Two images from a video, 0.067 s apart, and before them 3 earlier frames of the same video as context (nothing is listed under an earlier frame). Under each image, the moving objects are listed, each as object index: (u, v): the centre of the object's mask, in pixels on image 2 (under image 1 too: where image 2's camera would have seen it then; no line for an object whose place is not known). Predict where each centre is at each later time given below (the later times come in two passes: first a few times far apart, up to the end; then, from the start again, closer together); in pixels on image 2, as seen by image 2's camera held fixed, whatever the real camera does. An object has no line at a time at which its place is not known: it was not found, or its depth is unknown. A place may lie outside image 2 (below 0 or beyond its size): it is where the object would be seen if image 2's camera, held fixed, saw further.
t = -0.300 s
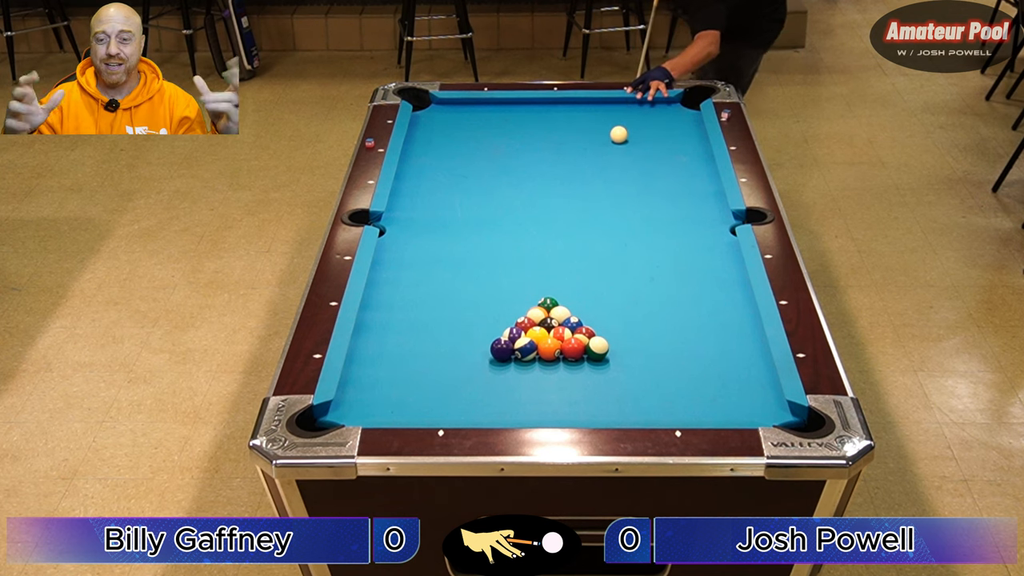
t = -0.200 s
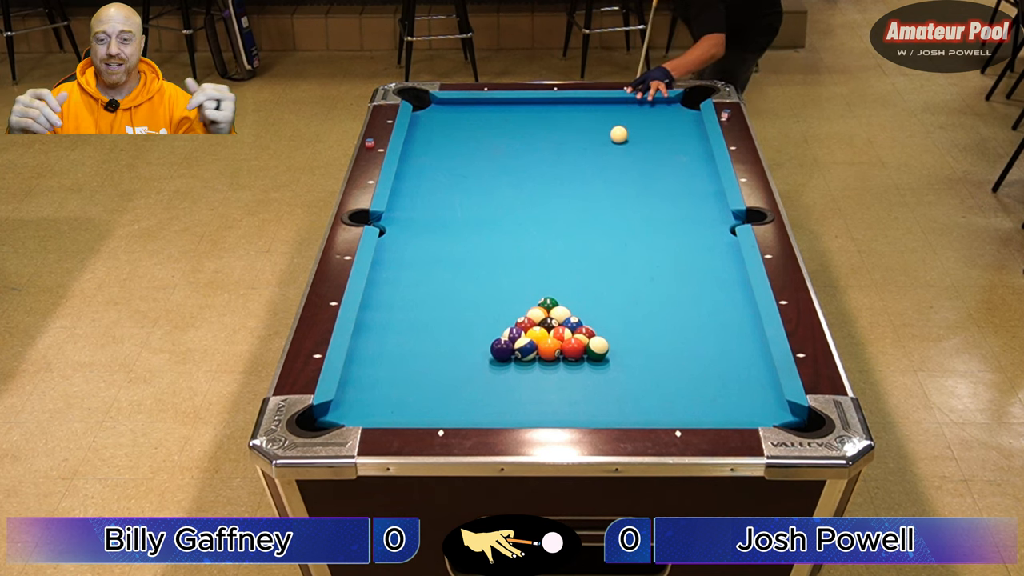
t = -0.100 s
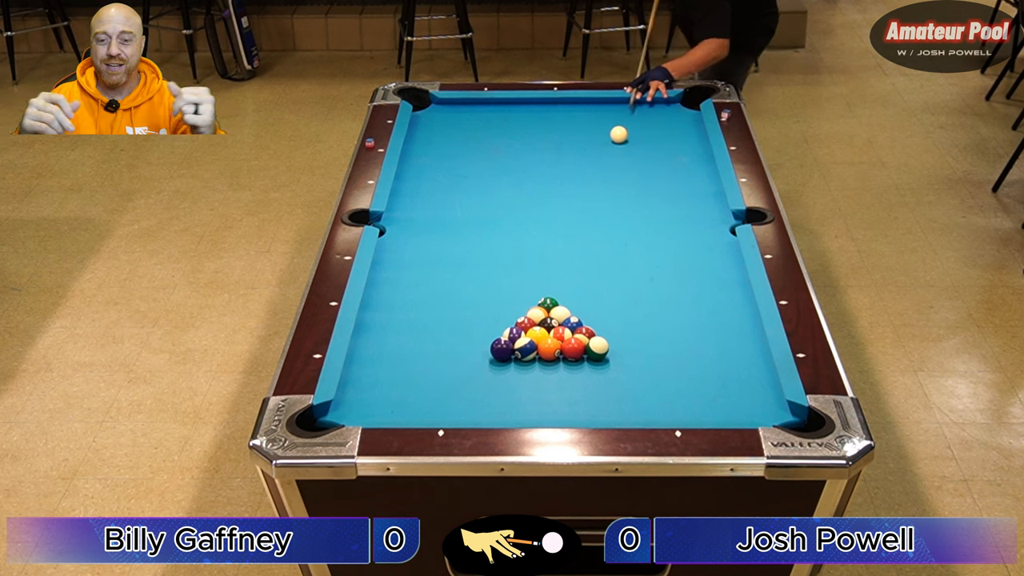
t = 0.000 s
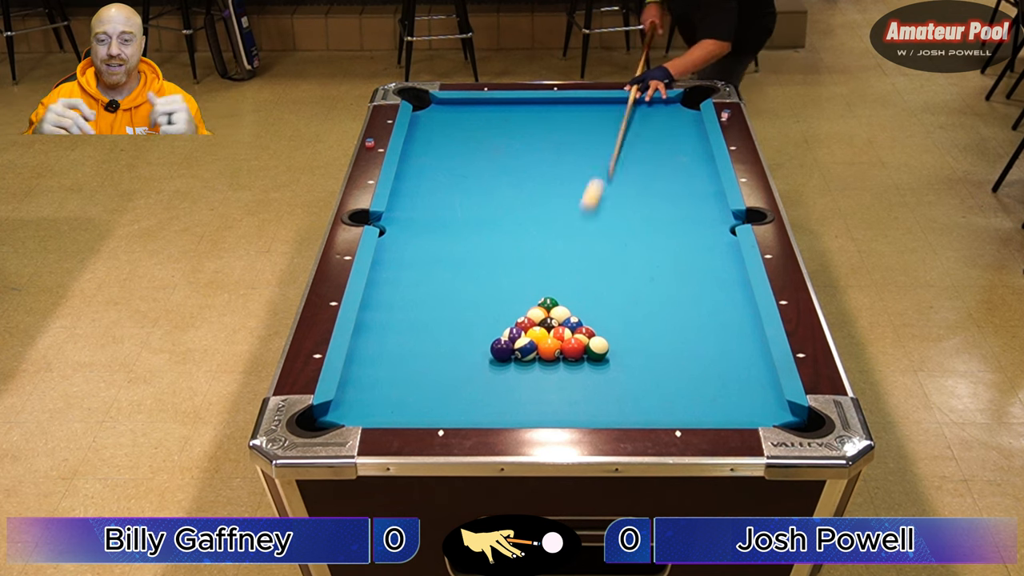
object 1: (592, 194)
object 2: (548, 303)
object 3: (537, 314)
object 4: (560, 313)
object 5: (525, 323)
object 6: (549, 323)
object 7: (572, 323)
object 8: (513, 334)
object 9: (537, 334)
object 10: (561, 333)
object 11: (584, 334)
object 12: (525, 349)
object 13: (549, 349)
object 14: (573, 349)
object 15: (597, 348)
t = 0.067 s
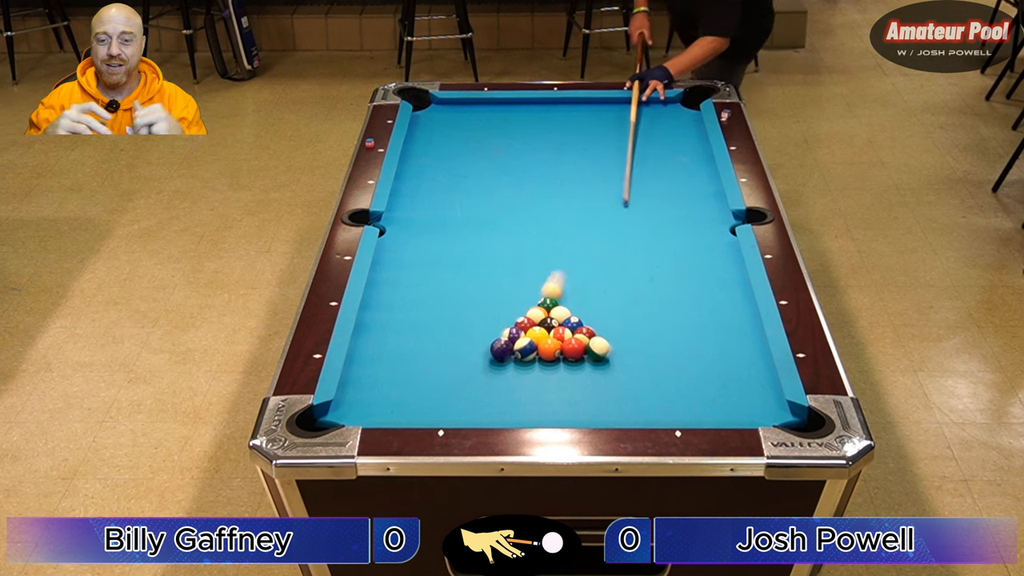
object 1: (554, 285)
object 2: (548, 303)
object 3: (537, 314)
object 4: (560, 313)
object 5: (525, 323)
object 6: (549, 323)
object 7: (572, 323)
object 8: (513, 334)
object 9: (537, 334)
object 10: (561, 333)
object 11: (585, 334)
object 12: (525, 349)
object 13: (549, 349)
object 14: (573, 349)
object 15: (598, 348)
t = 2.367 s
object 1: (424, 168)
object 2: (475, 168)
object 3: (502, 190)
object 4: (705, 161)
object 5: (437, 186)
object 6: (587, 308)
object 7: (684, 291)
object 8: (403, 220)
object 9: (385, 367)
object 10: (751, 383)
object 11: (676, 225)
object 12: (557, 215)
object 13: (431, 310)
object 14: (674, 241)
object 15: (415, 138)
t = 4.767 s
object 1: (403, 226)
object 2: (685, 173)
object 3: (550, 146)
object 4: (677, 134)
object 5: (406, 178)
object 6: (587, 308)
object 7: (683, 291)
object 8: (425, 225)
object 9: (375, 369)
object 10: (735, 379)
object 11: (670, 195)
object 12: (650, 155)
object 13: (388, 286)
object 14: (616, 187)
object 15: (676, 182)
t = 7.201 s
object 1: (403, 227)
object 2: (652, 177)
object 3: (551, 144)
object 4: (678, 135)
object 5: (406, 178)
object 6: (587, 308)
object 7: (684, 291)
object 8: (425, 225)
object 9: (375, 369)
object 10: (735, 379)
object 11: (680, 201)
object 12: (664, 148)
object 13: (388, 286)
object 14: (616, 186)
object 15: (680, 181)
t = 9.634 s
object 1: (403, 227)
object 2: (652, 177)
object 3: (551, 144)
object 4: (678, 135)
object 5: (405, 178)
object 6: (587, 308)
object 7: (683, 291)
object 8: (425, 225)
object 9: (375, 369)
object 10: (735, 379)
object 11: (679, 201)
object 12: (664, 148)
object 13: (388, 286)
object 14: (616, 186)
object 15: (680, 181)
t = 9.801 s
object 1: (403, 227)
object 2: (652, 177)
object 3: (551, 144)
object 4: (678, 135)
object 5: (405, 178)
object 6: (587, 308)
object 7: (684, 291)
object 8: (425, 225)
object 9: (375, 369)
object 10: (735, 379)
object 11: (679, 201)
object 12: (664, 148)
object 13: (388, 286)
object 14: (616, 186)
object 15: (680, 181)
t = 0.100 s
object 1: (548, 277)
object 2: (545, 300)
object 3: (533, 313)
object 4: (563, 311)
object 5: (516, 323)
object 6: (549, 326)
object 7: (576, 325)
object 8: (500, 336)
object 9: (533, 339)
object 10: (564, 341)
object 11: (593, 335)
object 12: (518, 362)
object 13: (553, 358)
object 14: (581, 358)
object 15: (626, 368)
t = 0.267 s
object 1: (537, 250)
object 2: (523, 285)
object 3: (517, 302)
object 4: (578, 296)
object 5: (475, 307)
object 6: (557, 324)
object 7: (596, 320)
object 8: (443, 329)
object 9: (517, 342)
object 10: (576, 363)
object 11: (631, 325)
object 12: (486, 404)
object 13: (569, 402)
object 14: (621, 402)
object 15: (727, 381)
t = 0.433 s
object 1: (527, 223)
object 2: (500, 271)
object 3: (502, 289)
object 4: (592, 281)
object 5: (439, 293)
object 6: (562, 320)
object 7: (615, 313)
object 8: (393, 322)
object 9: (501, 345)
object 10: (590, 382)
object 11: (667, 316)
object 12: (468, 371)
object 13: (573, 400)
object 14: (648, 399)
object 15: (740, 333)
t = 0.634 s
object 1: (517, 202)
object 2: (476, 254)
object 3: (485, 276)
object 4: (607, 263)
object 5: (400, 277)
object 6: (569, 317)
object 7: (635, 306)
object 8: (386, 311)
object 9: (484, 349)
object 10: (623, 397)
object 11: (707, 306)
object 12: (448, 336)
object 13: (555, 385)
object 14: (673, 373)
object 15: (690, 283)
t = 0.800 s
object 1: (512, 179)
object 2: (458, 241)
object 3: (472, 266)
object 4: (619, 250)
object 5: (388, 265)
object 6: (573, 314)
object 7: (652, 301)
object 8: (414, 301)
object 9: (470, 351)
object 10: (653, 407)
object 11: (739, 298)
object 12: (433, 309)
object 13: (538, 375)
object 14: (692, 353)
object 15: (655, 248)
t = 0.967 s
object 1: (511, 150)
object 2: (440, 228)
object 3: (460, 256)
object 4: (631, 237)
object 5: (407, 256)
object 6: (576, 312)
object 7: (667, 296)
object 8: (413, 283)
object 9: (457, 354)
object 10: (679, 410)
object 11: (725, 291)
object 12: (450, 296)
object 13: (523, 366)
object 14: (710, 334)
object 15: (624, 217)
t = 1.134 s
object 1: (510, 124)
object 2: (424, 217)
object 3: (449, 247)
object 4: (641, 226)
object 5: (426, 247)
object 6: (579, 310)
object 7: (682, 291)
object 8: (413, 265)
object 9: (445, 356)
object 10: (697, 408)
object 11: (704, 285)
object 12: (466, 284)
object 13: (509, 357)
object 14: (727, 317)
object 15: (596, 187)
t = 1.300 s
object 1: (508, 102)
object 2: (409, 206)
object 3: (457, 238)
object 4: (652, 215)
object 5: (425, 240)
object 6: (582, 309)
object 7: (684, 291)
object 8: (412, 250)
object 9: (434, 358)
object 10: (713, 404)
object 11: (697, 275)
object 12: (481, 272)
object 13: (496, 349)
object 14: (743, 301)
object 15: (571, 162)
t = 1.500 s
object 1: (474, 116)
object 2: (402, 194)
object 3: (467, 227)
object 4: (663, 203)
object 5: (426, 229)
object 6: (585, 308)
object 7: (684, 291)
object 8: (405, 238)
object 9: (422, 361)
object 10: (731, 398)
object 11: (690, 264)
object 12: (498, 259)
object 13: (481, 340)
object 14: (729, 287)
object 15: (544, 134)
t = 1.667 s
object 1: (446, 126)
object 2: (414, 186)
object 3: (474, 218)
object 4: (672, 193)
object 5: (428, 219)
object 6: (586, 308)
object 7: (684, 291)
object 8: (399, 231)
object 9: (413, 362)
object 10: (744, 395)
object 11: (687, 256)
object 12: (510, 250)
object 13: (470, 333)
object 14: (716, 277)
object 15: (523, 114)
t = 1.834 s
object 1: (417, 137)
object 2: (425, 180)
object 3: (481, 211)
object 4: (681, 185)
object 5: (430, 210)
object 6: (587, 308)
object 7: (684, 291)
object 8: (394, 223)
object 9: (405, 364)
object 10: (757, 391)
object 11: (683, 249)
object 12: (523, 241)
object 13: (459, 327)
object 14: (705, 267)
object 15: (501, 106)
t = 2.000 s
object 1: (421, 149)
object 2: (435, 173)
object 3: (488, 204)
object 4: (689, 177)
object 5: (432, 202)
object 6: (587, 308)
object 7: (684, 291)
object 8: (390, 216)
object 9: (397, 365)
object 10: (768, 387)
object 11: (680, 241)
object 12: (534, 232)
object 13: (450, 321)
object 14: (694, 258)
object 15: (472, 116)
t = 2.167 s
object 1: (431, 161)
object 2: (445, 167)
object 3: (495, 197)
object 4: (697, 169)
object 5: (434, 195)
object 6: (587, 308)
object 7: (684, 291)
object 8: (396, 218)
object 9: (391, 366)
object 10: (759, 385)
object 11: (677, 233)
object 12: (545, 224)
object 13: (441, 316)
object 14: (685, 250)
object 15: (443, 126)
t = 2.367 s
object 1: (424, 168)
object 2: (475, 168)
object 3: (502, 190)
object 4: (705, 161)
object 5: (437, 186)
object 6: (587, 308)
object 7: (684, 291)
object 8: (403, 220)
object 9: (385, 367)
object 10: (751, 383)
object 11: (676, 225)
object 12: (557, 215)
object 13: (431, 310)
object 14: (674, 241)
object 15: (415, 138)
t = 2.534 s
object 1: (419, 174)
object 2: (499, 168)
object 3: (507, 184)
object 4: (702, 156)
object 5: (438, 180)
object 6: (587, 308)
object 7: (684, 291)
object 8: (409, 221)
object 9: (381, 368)
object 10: (745, 382)
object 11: (674, 220)
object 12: (567, 208)
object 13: (424, 306)
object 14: (666, 234)
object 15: (429, 147)
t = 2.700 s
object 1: (413, 180)
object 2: (523, 168)
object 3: (512, 179)
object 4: (697, 152)
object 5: (440, 174)
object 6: (587, 308)
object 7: (684, 291)
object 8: (413, 222)
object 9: (377, 369)
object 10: (741, 380)
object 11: (672, 216)
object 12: (575, 202)
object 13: (417, 302)
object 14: (659, 228)
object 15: (441, 156)
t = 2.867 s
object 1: (408, 186)
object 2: (545, 169)
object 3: (517, 174)
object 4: (693, 149)
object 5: (438, 171)
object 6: (587, 308)
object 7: (683, 291)
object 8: (417, 223)
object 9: (375, 369)
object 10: (737, 379)
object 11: (669, 213)
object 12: (584, 196)
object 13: (411, 299)
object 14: (652, 222)
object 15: (458, 163)
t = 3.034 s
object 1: (404, 191)
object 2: (567, 170)
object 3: (522, 170)
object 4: (689, 146)
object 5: (430, 172)
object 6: (587, 308)
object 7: (684, 291)
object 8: (420, 224)
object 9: (375, 369)
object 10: (735, 379)
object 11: (668, 209)
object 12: (592, 190)
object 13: (406, 296)
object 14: (647, 217)
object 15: (479, 166)
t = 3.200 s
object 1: (400, 196)
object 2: (588, 169)
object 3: (526, 166)
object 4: (686, 143)
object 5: (423, 173)
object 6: (587, 308)
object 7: (683, 291)
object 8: (422, 224)
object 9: (375, 369)
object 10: (734, 378)
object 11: (667, 206)
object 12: (599, 185)
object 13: (401, 293)
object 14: (642, 212)
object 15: (501, 169)
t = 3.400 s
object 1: (397, 202)
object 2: (614, 167)
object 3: (532, 160)
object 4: (684, 140)
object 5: (416, 175)
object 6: (587, 308)
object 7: (683, 291)
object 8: (424, 225)
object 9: (375, 369)
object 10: (734, 378)
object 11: (667, 202)
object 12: (607, 179)
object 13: (396, 290)
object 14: (636, 206)
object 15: (525, 172)
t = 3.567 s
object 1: (398, 207)
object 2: (633, 171)
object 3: (534, 159)
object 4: (682, 139)
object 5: (410, 176)
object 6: (587, 308)
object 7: (683, 291)
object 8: (424, 225)
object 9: (375, 369)
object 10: (734, 378)
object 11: (667, 200)
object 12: (614, 176)
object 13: (393, 288)
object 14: (632, 202)
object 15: (546, 173)
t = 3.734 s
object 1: (399, 210)
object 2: (652, 171)
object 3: (537, 156)
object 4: (680, 137)
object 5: (406, 177)
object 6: (587, 308)
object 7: (683, 291)
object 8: (424, 225)
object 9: (375, 369)
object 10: (735, 379)
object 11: (666, 198)
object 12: (620, 171)
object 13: (391, 287)
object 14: (629, 199)
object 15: (566, 176)
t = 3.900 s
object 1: (400, 214)
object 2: (671, 172)
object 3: (540, 153)
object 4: (678, 136)
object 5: (403, 177)
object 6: (587, 308)
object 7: (683, 291)
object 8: (424, 225)
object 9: (375, 369)
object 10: (735, 379)
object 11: (666, 196)
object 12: (626, 168)
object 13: (389, 286)
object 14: (626, 195)
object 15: (586, 178)
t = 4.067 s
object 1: (401, 217)
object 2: (689, 172)
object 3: (542, 151)
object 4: (677, 135)
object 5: (405, 178)
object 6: (587, 308)
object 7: (683, 291)
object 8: (423, 225)
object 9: (375, 369)
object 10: (735, 379)
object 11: (666, 195)
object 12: (631, 165)
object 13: (388, 286)
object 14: (623, 193)
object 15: (604, 180)
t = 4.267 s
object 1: (403, 221)
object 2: (709, 173)
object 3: (545, 149)
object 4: (677, 134)
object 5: (406, 178)
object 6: (587, 308)
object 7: (683, 291)
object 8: (423, 225)
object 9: (375, 369)
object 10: (735, 379)
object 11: (667, 194)
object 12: (637, 162)
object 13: (388, 286)
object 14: (620, 190)
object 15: (629, 181)
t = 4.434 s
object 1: (404, 223)
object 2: (700, 173)
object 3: (546, 148)
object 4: (677, 134)
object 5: (406, 178)
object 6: (587, 308)
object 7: (683, 291)
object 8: (424, 225)
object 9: (375, 369)
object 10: (735, 379)
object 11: (667, 193)
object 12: (641, 159)
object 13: (388, 286)
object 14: (618, 188)
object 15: (645, 184)
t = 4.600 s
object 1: (404, 225)
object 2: (692, 174)
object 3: (548, 147)
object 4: (677, 134)
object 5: (406, 178)
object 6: (587, 308)
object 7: (683, 291)
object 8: (424, 225)
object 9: (375, 369)
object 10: (735, 378)
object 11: (668, 193)
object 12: (646, 157)
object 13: (388, 286)
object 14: (617, 187)
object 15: (660, 183)
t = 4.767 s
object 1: (403, 226)
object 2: (685, 173)
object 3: (550, 146)
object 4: (677, 134)
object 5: (406, 178)
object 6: (587, 308)
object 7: (683, 291)
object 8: (425, 225)
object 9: (375, 369)
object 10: (735, 379)
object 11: (670, 195)
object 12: (650, 155)
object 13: (388, 286)
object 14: (616, 187)
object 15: (676, 182)
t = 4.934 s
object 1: (403, 227)
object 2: (676, 174)
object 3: (550, 145)
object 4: (677, 135)
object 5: (406, 178)
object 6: (587, 308)
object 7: (683, 291)
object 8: (425, 225)
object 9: (375, 369)
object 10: (735, 379)
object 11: (673, 197)
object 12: (653, 153)
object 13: (388, 286)
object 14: (616, 186)
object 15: (689, 183)
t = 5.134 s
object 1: (403, 227)
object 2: (670, 175)
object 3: (551, 144)
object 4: (677, 135)
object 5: (406, 178)
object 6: (587, 308)
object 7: (684, 291)
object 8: (425, 225)
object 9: (375, 369)
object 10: (735, 379)
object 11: (675, 199)
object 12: (657, 151)
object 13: (388, 286)
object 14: (616, 186)
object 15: (703, 182)
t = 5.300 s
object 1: (403, 227)
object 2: (665, 176)
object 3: (551, 144)
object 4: (677, 135)
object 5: (406, 178)
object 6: (587, 308)
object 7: (684, 291)
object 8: (425, 225)
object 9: (375, 369)
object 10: (735, 379)
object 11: (677, 200)
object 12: (659, 150)
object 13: (388, 286)
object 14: (616, 186)
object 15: (710, 182)
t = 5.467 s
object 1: (403, 227)
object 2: (661, 176)
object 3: (551, 144)
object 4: (677, 135)
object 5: (406, 178)
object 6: (587, 308)
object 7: (684, 291)
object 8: (425, 225)
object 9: (375, 369)
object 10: (735, 379)
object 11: (678, 201)
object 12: (661, 150)
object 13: (388, 286)
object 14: (616, 186)
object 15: (703, 182)
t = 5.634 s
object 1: (403, 227)
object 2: (658, 176)
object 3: (551, 144)
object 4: (678, 135)
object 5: (406, 178)
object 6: (587, 308)
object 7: (684, 291)
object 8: (425, 225)
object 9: (375, 369)
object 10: (735, 379)
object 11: (679, 201)
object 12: (662, 149)
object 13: (388, 286)
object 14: (616, 186)
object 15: (698, 182)
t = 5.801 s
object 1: (403, 227)
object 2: (655, 176)
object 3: (551, 144)
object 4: (678, 135)
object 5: (406, 178)
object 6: (587, 308)
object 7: (684, 291)
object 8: (425, 225)
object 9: (375, 369)
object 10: (735, 379)
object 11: (679, 201)
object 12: (663, 149)
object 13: (388, 286)
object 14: (616, 186)
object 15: (693, 181)
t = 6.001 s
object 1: (403, 227)
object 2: (653, 177)
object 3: (551, 144)
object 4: (678, 135)
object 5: (406, 178)
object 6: (587, 308)
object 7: (684, 291)
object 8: (425, 225)
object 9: (375, 369)
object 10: (735, 379)
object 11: (680, 201)
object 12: (664, 148)
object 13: (388, 286)
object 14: (616, 186)
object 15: (689, 181)
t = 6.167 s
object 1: (403, 227)
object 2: (652, 177)
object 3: (551, 144)
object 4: (678, 135)
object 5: (406, 178)
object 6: (587, 308)
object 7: (683, 291)
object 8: (425, 225)
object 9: (375, 369)
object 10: (735, 379)
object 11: (679, 201)
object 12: (664, 148)
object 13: (388, 286)
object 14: (616, 186)
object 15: (685, 181)
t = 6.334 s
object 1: (403, 227)
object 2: (652, 177)
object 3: (551, 144)
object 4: (678, 135)
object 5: (406, 178)
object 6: (587, 308)
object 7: (684, 291)
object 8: (425, 225)
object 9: (375, 369)
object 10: (735, 379)
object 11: (679, 201)
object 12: (664, 148)
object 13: (388, 286)
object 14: (616, 186)
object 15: (683, 181)
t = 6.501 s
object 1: (403, 227)
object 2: (652, 177)
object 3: (551, 144)
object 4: (678, 135)
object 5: (406, 178)
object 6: (587, 308)
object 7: (684, 291)
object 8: (425, 225)
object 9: (375, 369)
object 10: (735, 379)
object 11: (679, 201)
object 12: (664, 148)
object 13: (388, 286)
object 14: (616, 186)
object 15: (681, 181)
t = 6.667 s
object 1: (403, 227)
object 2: (652, 177)
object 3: (551, 144)
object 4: (678, 135)
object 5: (406, 178)
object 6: (587, 308)
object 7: (684, 291)
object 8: (425, 225)
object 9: (375, 369)
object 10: (735, 379)
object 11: (679, 201)
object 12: (664, 148)
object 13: (388, 286)
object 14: (616, 186)
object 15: (680, 181)
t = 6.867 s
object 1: (403, 227)
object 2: (652, 177)
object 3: (551, 144)
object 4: (678, 135)
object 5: (406, 178)
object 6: (587, 308)
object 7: (684, 291)
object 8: (425, 225)
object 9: (375, 369)
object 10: (735, 379)
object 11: (680, 201)
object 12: (664, 148)
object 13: (388, 286)
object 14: (616, 186)
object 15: (680, 181)
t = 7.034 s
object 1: (403, 227)
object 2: (652, 177)
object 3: (551, 144)
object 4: (678, 135)
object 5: (406, 178)
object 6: (587, 308)
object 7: (684, 291)
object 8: (425, 225)
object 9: (375, 369)
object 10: (735, 379)
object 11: (680, 201)
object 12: (664, 148)
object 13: (388, 286)
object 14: (616, 186)
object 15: (680, 181)
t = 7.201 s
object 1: (403, 227)
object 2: (652, 177)
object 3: (551, 144)
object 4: (678, 135)
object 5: (406, 178)
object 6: (587, 308)
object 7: (684, 291)
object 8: (425, 225)
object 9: (375, 369)
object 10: (735, 379)
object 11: (680, 201)
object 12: (664, 148)
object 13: (388, 286)
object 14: (616, 186)
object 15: (680, 181)
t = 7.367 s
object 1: (403, 227)
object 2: (652, 177)
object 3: (551, 144)
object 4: (678, 135)
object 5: (406, 178)
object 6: (587, 308)
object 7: (684, 291)
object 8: (425, 225)
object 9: (375, 369)
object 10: (735, 379)
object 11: (679, 201)
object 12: (664, 148)
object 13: (388, 286)
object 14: (616, 186)
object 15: (680, 181)
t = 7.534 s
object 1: (403, 227)
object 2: (652, 177)
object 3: (551, 144)
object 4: (678, 135)
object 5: (406, 178)
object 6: (587, 308)
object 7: (684, 291)
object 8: (425, 225)
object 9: (375, 369)
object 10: (735, 379)
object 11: (680, 201)
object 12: (664, 148)
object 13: (388, 286)
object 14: (616, 186)
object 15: (680, 181)
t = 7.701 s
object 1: (403, 227)
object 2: (652, 177)
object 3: (551, 144)
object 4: (678, 135)
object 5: (406, 178)
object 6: (587, 308)
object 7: (684, 291)
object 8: (425, 225)
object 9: (375, 369)
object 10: (735, 379)
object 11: (680, 201)
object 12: (664, 148)
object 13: (388, 286)
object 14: (616, 186)
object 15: (680, 181)
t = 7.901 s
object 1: (403, 227)
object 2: (652, 177)
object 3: (551, 144)
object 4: (678, 134)
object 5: (406, 178)
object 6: (587, 308)
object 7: (684, 291)
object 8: (425, 225)
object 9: (375, 369)
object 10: (735, 379)
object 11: (680, 201)
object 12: (664, 148)
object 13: (388, 286)
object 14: (616, 186)
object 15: (680, 181)
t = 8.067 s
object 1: (403, 227)
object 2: (652, 177)
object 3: (551, 144)
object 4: (678, 134)
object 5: (406, 178)
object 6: (587, 308)
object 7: (684, 291)
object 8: (425, 225)
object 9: (375, 369)
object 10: (735, 379)
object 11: (680, 201)
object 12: (664, 148)
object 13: (388, 286)
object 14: (616, 186)
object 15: (680, 181)
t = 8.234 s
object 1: (403, 227)
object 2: (652, 177)
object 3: (551, 144)
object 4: (678, 135)
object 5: (406, 178)
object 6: (587, 308)
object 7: (684, 291)
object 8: (425, 225)
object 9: (375, 369)
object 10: (735, 379)
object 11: (680, 201)
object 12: (664, 148)
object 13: (388, 286)
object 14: (616, 186)
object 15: (680, 181)
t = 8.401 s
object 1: (403, 227)
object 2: (652, 177)
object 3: (551, 144)
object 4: (678, 135)
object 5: (406, 178)
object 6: (587, 308)
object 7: (684, 291)
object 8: (425, 225)
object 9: (375, 369)
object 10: (735, 379)
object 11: (679, 201)
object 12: (664, 148)
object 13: (388, 286)
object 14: (616, 186)
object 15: (680, 181)
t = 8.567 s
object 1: (403, 227)
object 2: (652, 177)
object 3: (551, 144)
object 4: (678, 135)
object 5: (406, 178)
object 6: (587, 308)
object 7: (684, 291)
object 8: (425, 225)
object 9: (375, 369)
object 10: (735, 379)
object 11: (680, 201)
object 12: (664, 148)
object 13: (388, 286)
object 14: (616, 186)
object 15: (680, 181)
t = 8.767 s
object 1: (403, 227)
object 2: (652, 177)
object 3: (551, 144)
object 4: (678, 135)
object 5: (406, 178)
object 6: (587, 308)
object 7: (684, 291)
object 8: (425, 225)
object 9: (375, 369)
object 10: (735, 379)
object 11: (679, 201)
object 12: (664, 148)
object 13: (388, 286)
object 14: (616, 186)
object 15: (680, 181)
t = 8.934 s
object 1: (403, 227)
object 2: (652, 177)
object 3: (551, 144)
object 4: (678, 135)
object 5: (405, 178)
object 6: (587, 308)
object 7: (683, 291)
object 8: (425, 225)
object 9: (375, 369)
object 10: (735, 379)
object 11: (679, 201)
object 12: (664, 148)
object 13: (388, 286)
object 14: (616, 186)
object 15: (680, 181)
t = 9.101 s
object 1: (403, 227)
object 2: (652, 177)
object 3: (551, 144)
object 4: (678, 135)
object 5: (405, 178)
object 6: (587, 308)
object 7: (684, 291)
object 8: (425, 225)
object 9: (375, 369)
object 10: (735, 379)
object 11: (679, 201)
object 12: (664, 148)
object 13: (388, 286)
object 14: (616, 186)
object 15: (680, 181)
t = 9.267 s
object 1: (403, 227)
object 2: (652, 177)
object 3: (551, 144)
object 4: (678, 135)
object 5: (405, 178)
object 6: (587, 308)
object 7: (684, 291)
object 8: (425, 225)
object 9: (375, 369)
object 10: (735, 379)
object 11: (679, 201)
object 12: (664, 148)
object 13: (388, 286)
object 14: (616, 186)
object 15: (680, 181)
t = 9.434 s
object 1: (403, 227)
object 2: (652, 177)
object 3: (551, 144)
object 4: (678, 135)
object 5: (405, 178)
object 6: (587, 308)
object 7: (684, 291)
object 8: (425, 225)
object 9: (375, 369)
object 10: (735, 379)
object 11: (679, 201)
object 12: (664, 148)
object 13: (388, 286)
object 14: (616, 186)
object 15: (680, 181)
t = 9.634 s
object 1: (403, 227)
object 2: (652, 177)
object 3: (551, 144)
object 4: (678, 135)
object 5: (405, 178)
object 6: (587, 308)
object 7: (683, 291)
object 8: (425, 225)
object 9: (375, 369)
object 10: (735, 379)
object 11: (679, 201)
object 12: (664, 148)
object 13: (388, 286)
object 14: (616, 186)
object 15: (680, 181)
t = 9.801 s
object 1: (403, 227)
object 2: (652, 177)
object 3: (551, 144)
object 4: (678, 135)
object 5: (405, 178)
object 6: (587, 308)
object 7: (684, 291)
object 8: (425, 225)
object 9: (375, 369)
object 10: (735, 379)
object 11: (679, 201)
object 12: (664, 148)
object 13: (388, 286)
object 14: (616, 186)
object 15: (680, 181)
